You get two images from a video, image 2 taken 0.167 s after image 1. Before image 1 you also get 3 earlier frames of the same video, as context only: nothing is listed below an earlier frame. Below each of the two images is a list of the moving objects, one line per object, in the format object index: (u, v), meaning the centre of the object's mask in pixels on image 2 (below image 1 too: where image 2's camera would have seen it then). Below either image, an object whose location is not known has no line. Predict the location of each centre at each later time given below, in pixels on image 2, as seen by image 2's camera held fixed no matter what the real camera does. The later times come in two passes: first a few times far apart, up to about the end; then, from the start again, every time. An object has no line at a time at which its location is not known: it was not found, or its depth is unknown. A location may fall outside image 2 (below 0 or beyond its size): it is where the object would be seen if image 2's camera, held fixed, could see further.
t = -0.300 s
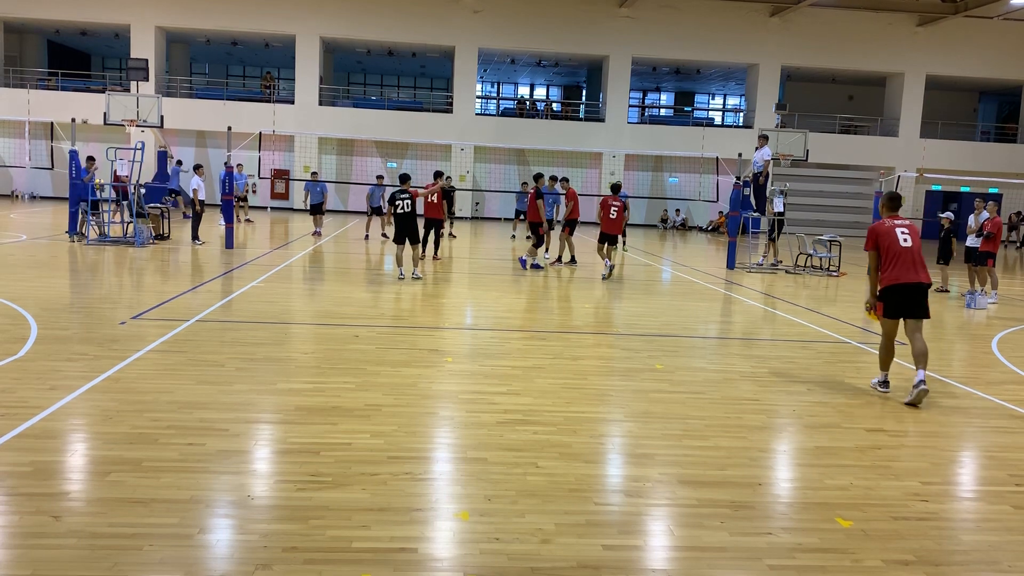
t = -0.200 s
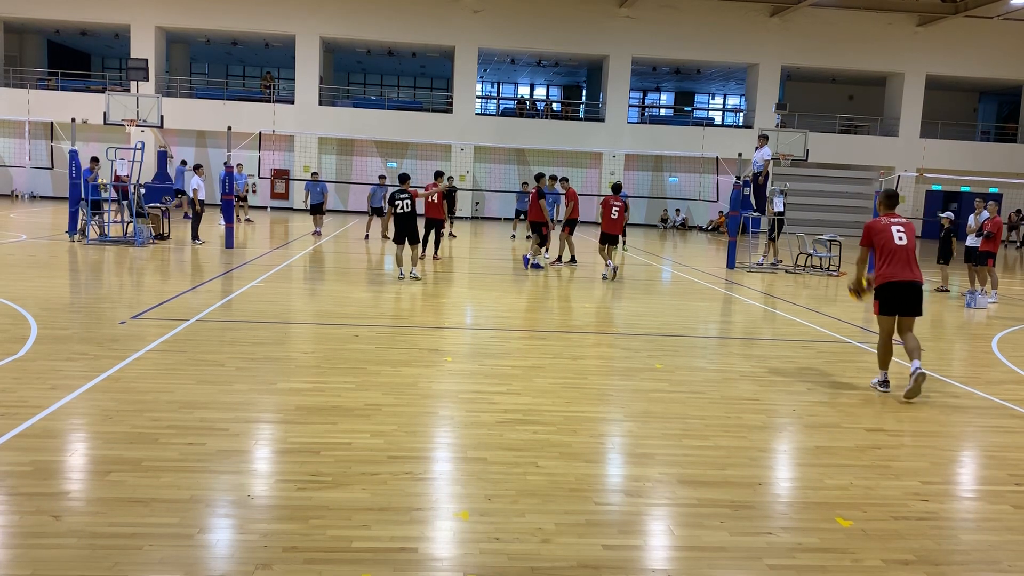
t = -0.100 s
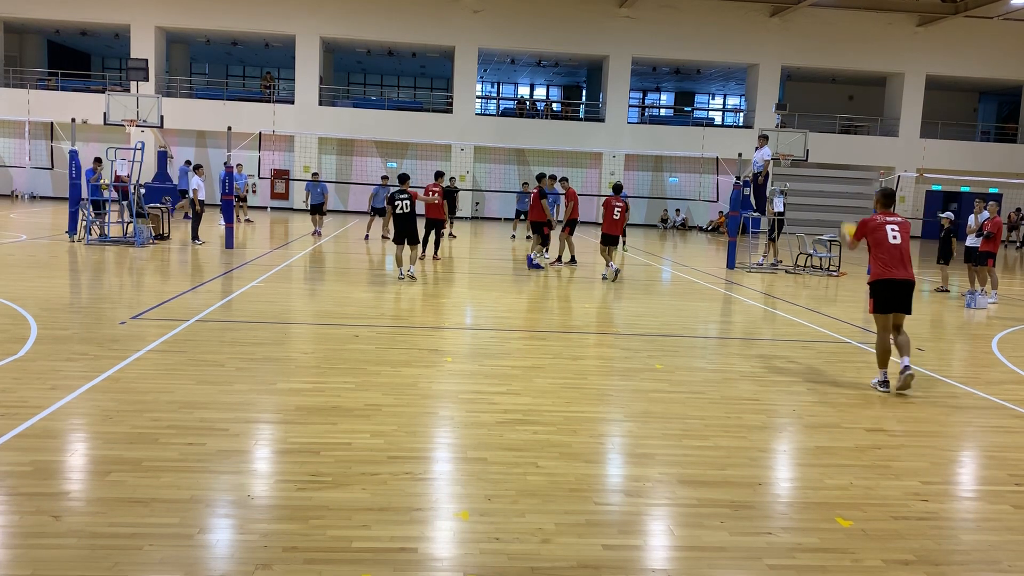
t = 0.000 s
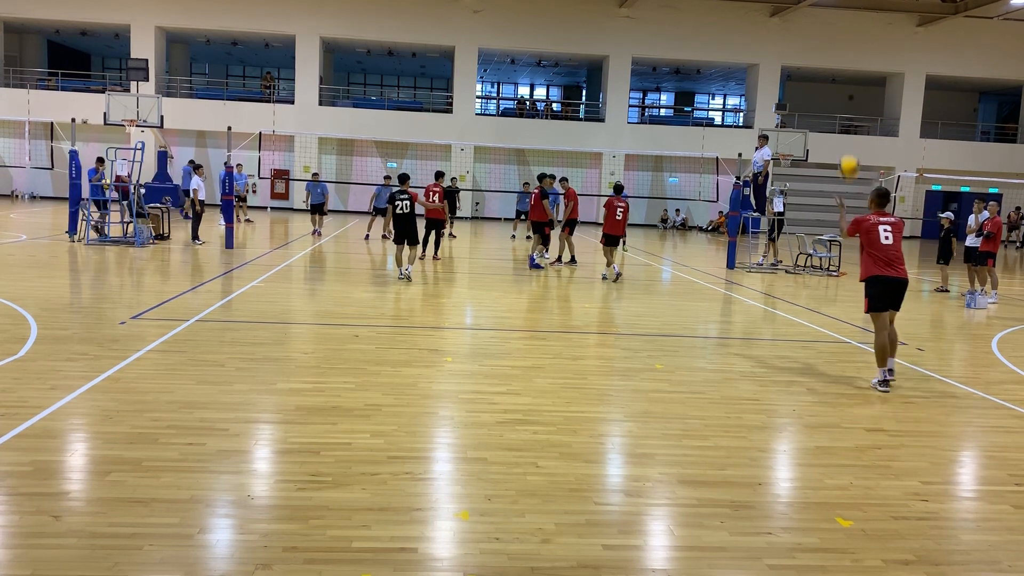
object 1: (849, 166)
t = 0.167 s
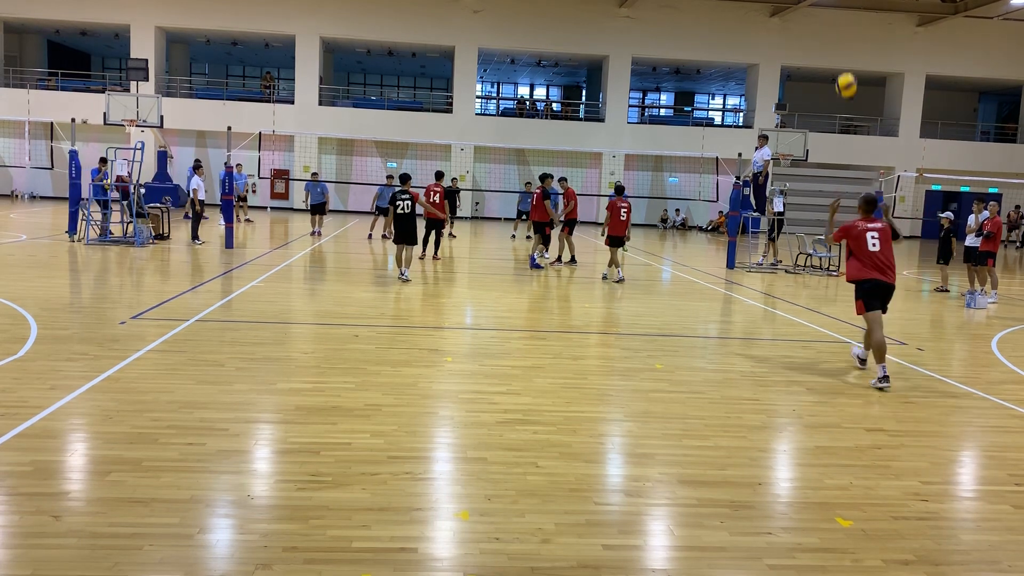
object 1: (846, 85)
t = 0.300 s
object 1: (842, 42)
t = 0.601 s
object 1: (828, 14)
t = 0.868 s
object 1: (811, 54)
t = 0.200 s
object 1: (845, 73)
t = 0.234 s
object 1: (844, 61)
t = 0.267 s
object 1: (843, 51)
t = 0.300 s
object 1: (842, 42)
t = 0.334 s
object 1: (841, 35)
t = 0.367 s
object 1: (839, 28)
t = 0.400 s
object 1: (838, 23)
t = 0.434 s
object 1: (837, 19)
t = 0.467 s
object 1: (835, 16)
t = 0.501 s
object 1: (833, 14)
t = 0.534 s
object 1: (832, 13)
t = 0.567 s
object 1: (830, 13)
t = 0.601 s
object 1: (828, 14)
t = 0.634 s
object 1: (826, 16)
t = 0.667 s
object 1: (824, 18)
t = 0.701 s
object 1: (822, 22)
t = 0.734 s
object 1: (821, 27)
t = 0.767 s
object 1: (818, 32)
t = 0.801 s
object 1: (816, 39)
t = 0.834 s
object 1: (814, 46)
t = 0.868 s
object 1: (811, 54)
